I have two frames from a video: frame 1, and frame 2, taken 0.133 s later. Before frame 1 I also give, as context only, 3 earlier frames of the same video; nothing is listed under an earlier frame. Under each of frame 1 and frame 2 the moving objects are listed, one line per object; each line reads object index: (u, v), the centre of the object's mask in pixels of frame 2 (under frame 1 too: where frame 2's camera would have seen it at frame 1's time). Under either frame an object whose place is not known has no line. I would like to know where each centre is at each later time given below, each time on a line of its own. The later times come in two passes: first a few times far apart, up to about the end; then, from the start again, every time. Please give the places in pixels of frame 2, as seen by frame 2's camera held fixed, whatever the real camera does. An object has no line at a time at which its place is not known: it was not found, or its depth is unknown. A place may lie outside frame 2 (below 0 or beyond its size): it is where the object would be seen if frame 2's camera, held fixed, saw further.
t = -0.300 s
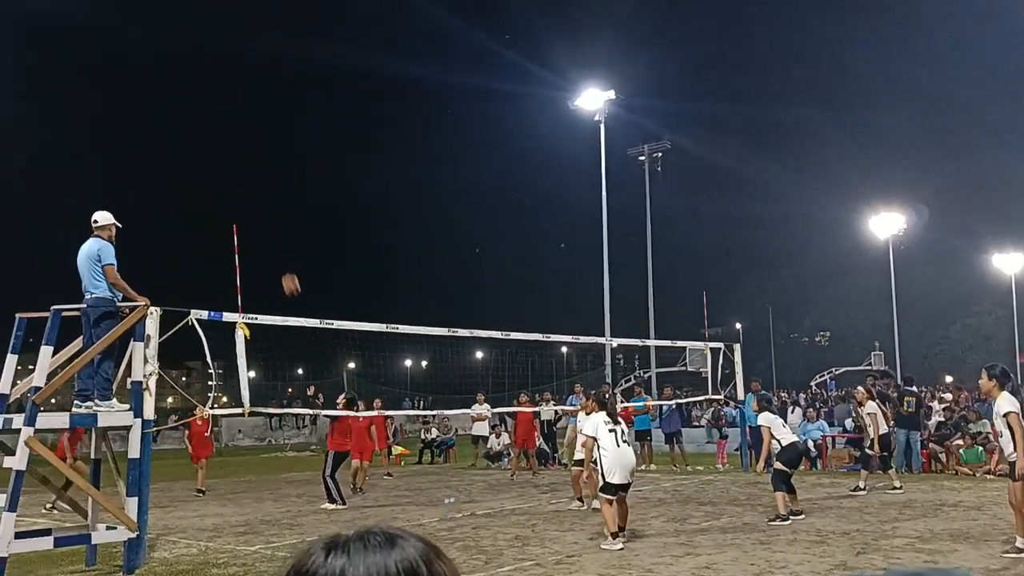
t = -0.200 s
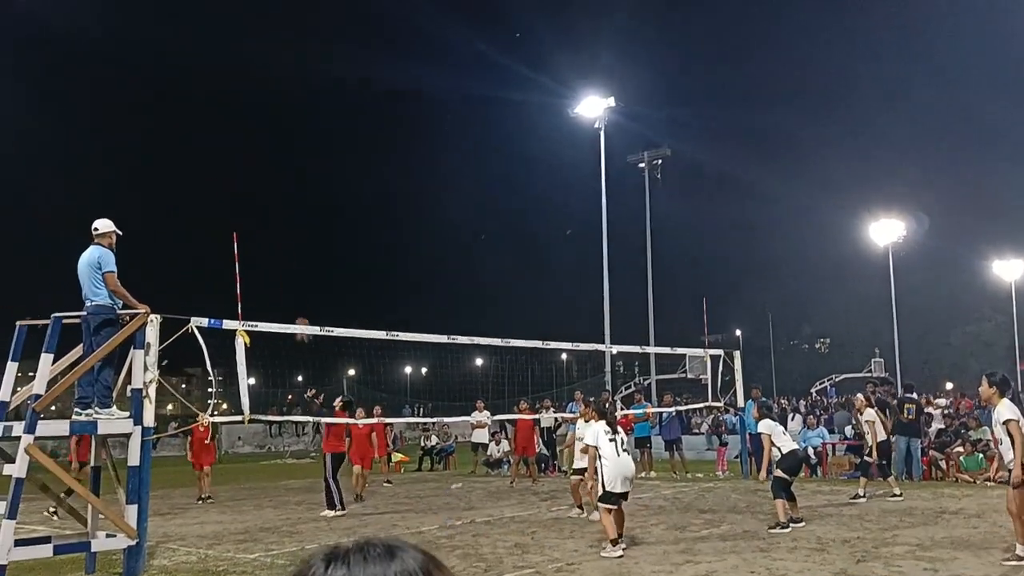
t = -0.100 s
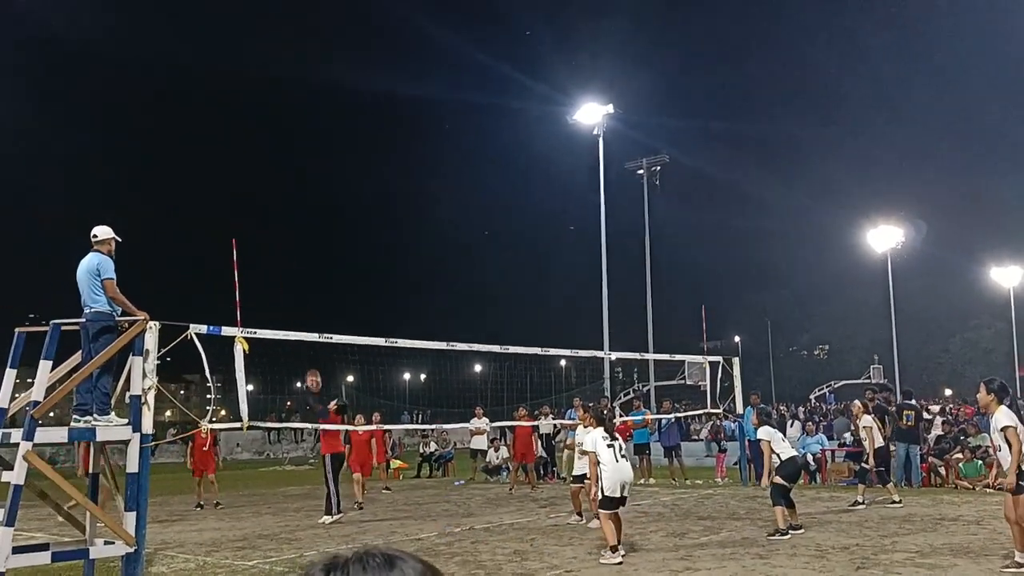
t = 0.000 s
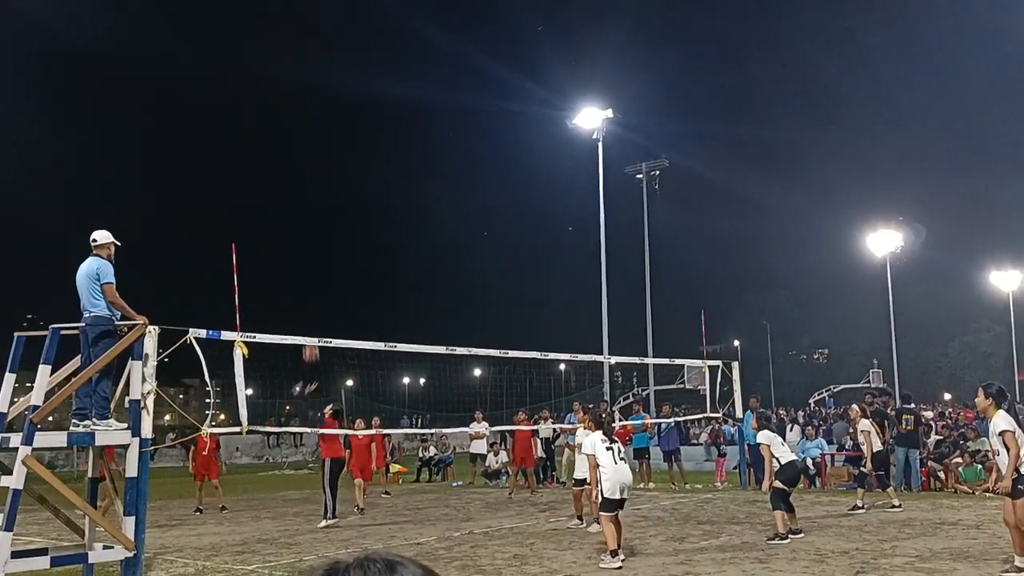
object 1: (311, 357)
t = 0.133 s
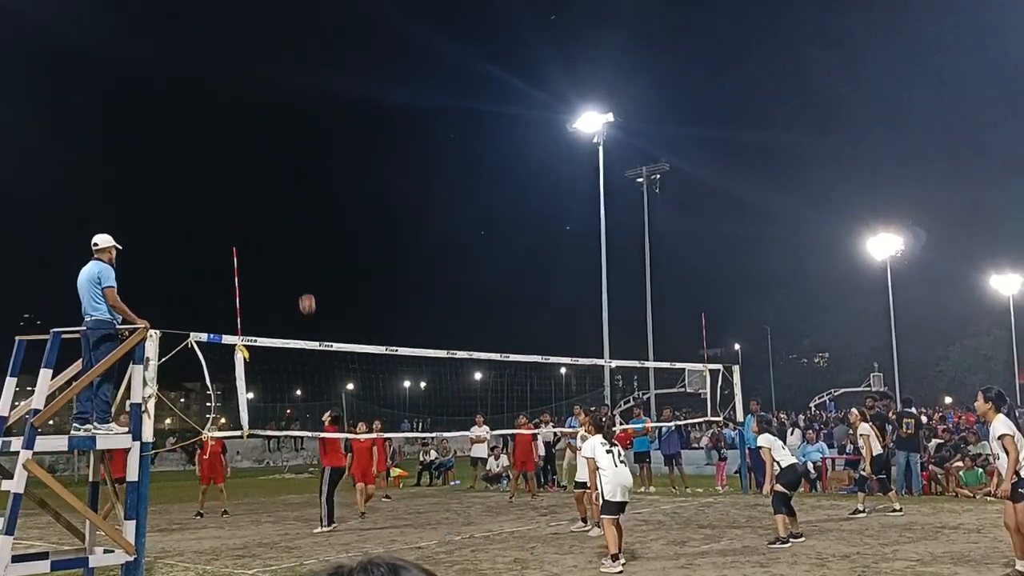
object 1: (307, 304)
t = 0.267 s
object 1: (301, 266)
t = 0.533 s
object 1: (290, 230)
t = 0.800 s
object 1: (279, 242)
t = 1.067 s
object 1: (266, 306)
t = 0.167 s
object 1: (306, 293)
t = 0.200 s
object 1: (304, 283)
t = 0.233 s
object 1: (303, 274)
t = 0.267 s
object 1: (301, 266)
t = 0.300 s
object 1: (300, 259)
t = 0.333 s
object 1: (299, 252)
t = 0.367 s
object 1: (297, 247)
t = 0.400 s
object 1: (295, 242)
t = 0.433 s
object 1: (294, 238)
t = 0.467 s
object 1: (293, 234)
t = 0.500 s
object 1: (292, 231)
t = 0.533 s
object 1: (290, 230)
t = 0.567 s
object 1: (288, 229)
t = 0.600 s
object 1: (287, 228)
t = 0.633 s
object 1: (286, 229)
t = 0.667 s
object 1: (284, 230)
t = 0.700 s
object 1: (283, 232)
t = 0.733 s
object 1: (281, 235)
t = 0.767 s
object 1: (280, 238)
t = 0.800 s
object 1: (279, 242)
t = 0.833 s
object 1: (277, 247)
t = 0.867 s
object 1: (275, 253)
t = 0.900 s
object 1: (274, 260)
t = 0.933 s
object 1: (272, 267)
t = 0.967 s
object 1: (271, 276)
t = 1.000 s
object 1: (269, 285)
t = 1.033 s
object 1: (268, 295)
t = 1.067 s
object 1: (266, 306)
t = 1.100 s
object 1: (265, 317)
